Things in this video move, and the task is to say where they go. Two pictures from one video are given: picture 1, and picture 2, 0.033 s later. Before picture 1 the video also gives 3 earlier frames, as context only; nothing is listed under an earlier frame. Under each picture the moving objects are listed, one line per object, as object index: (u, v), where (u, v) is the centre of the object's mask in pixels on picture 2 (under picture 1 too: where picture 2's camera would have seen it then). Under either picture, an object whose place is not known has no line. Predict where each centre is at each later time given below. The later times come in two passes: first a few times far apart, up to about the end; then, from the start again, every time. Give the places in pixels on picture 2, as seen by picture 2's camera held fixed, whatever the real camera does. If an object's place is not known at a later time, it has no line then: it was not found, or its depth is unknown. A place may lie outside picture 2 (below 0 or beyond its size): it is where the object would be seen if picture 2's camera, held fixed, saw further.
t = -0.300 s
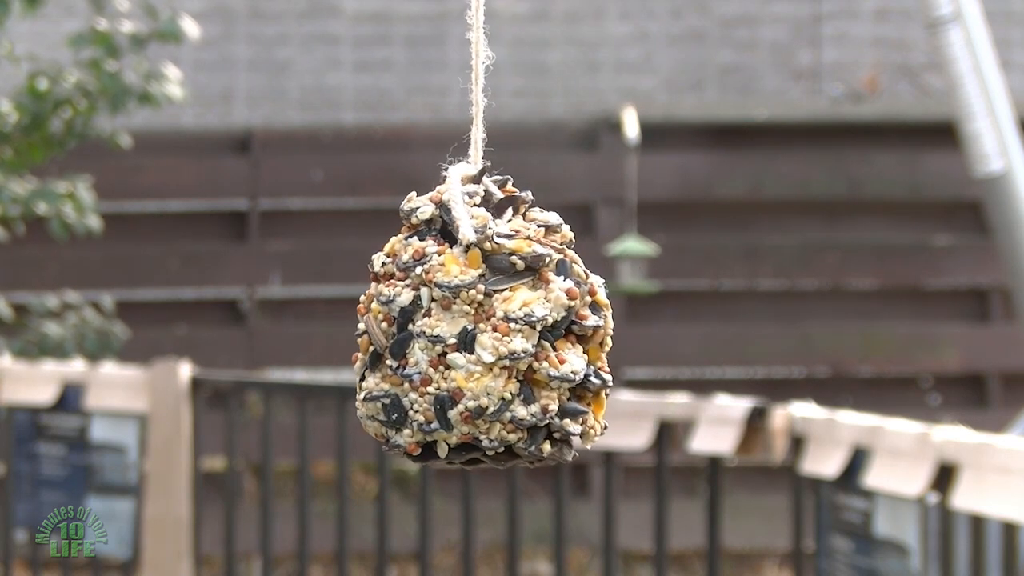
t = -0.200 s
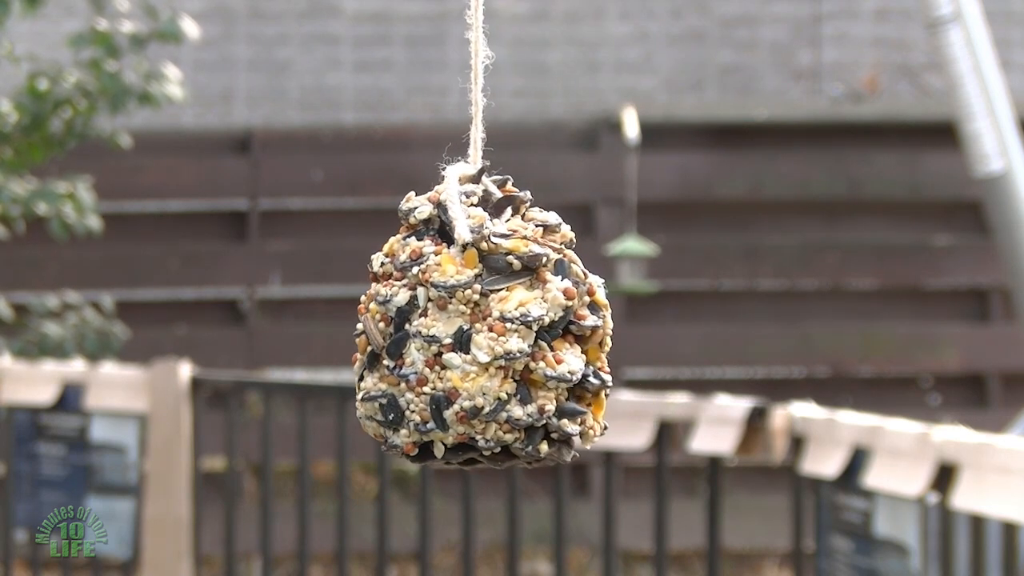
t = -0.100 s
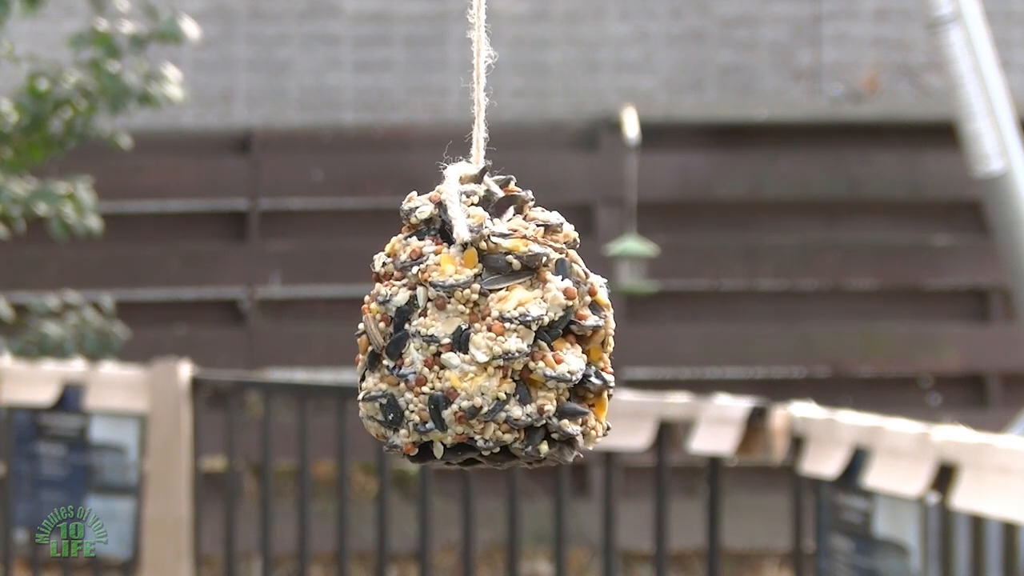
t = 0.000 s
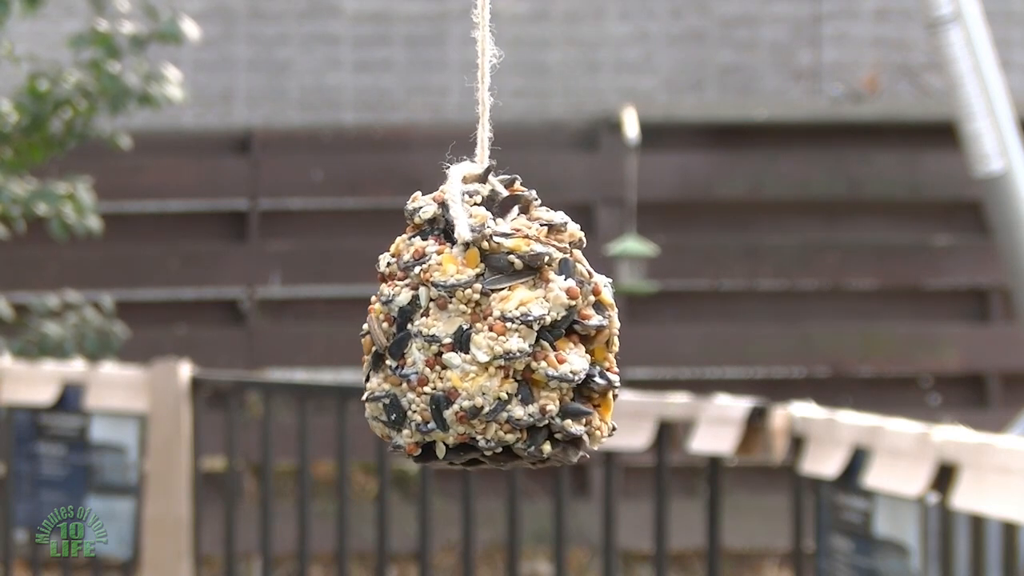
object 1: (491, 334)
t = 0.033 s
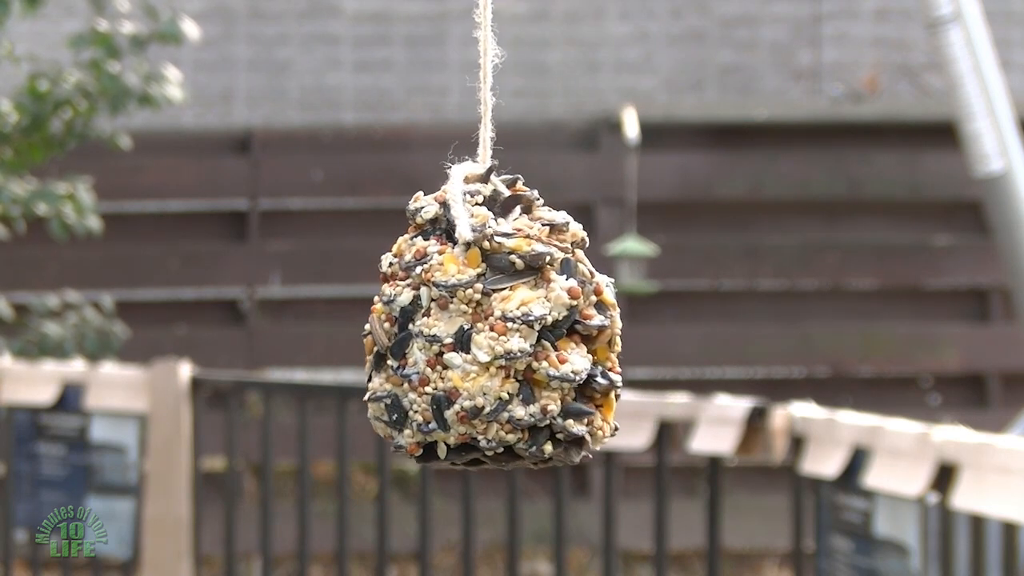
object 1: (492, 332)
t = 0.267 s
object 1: (513, 333)
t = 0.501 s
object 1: (529, 330)
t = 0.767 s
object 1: (531, 330)
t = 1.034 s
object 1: (515, 331)
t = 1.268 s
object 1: (493, 333)
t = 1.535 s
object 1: (479, 336)
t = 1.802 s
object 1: (486, 336)
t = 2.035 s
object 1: (505, 335)
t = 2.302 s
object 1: (526, 335)
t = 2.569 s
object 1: (530, 334)
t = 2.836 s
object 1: (513, 334)
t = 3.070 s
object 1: (491, 333)
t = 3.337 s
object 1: (474, 329)
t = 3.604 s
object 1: (482, 331)
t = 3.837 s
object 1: (500, 332)
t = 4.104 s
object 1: (519, 333)
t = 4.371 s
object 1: (520, 333)
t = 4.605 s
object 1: (502, 333)
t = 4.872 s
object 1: (477, 332)
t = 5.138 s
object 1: (464, 331)
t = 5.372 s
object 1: (470, 330)
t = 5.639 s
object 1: (494, 330)
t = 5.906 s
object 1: (517, 330)
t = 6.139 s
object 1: (519, 329)
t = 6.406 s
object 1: (503, 327)
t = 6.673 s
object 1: (480, 326)
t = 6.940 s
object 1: (469, 327)
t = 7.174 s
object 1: (473, 327)
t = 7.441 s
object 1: (496, 328)
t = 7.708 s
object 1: (516, 328)
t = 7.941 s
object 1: (524, 330)
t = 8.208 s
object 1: (508, 331)
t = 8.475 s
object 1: (486, 332)
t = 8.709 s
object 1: (474, 332)
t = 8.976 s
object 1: (481, 332)
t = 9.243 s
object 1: (506, 333)
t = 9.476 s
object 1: (525, 332)
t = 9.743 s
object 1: (532, 332)
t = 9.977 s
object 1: (520, 332)
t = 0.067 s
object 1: (496, 333)
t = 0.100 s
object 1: (497, 331)
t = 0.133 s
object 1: (501, 333)
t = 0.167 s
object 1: (504, 333)
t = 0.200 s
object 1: (506, 331)
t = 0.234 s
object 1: (509, 331)
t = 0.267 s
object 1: (513, 333)
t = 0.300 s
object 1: (515, 331)
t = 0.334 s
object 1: (519, 333)
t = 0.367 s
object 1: (520, 331)
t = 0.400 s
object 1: (524, 333)
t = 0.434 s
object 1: (525, 331)
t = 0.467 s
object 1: (528, 332)
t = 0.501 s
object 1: (529, 330)
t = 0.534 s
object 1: (532, 332)
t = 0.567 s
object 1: (532, 330)
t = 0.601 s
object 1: (533, 332)
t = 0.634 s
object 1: (533, 330)
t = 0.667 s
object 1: (534, 332)
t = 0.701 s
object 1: (533, 331)
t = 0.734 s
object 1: (533, 332)
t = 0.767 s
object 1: (531, 330)
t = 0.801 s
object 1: (531, 331)
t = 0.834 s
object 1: (528, 329)
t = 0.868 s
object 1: (526, 329)
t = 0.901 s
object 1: (525, 331)
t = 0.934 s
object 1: (522, 329)
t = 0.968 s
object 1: (520, 331)
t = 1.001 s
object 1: (516, 329)
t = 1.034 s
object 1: (515, 331)
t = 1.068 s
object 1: (510, 329)
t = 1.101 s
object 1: (508, 331)
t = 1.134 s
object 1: (505, 333)
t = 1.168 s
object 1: (502, 333)
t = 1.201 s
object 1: (500, 335)
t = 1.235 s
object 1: (496, 333)
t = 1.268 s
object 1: (493, 333)
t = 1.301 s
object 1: (490, 334)
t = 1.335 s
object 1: (489, 335)
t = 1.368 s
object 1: (486, 335)
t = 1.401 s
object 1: (483, 333)
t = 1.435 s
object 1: (481, 334)
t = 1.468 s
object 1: (480, 335)
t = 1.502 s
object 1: (480, 336)
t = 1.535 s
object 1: (479, 336)
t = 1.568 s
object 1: (479, 336)
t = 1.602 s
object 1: (478, 334)
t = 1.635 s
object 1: (479, 335)
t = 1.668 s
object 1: (480, 336)
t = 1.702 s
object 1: (479, 334)
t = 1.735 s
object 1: (482, 336)
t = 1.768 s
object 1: (483, 335)
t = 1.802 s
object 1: (486, 336)
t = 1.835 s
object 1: (488, 336)
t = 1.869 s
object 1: (489, 334)
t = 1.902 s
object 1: (492, 335)
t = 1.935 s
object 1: (496, 336)
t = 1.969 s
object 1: (499, 335)
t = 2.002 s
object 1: (501, 334)
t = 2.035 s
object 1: (505, 335)
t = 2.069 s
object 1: (507, 334)
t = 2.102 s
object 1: (510, 333)
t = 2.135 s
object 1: (514, 335)
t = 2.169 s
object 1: (517, 335)
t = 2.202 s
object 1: (518, 333)
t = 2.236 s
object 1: (522, 335)
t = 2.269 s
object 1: (523, 333)
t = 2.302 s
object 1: (526, 335)
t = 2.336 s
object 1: (528, 334)
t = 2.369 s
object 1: (528, 332)
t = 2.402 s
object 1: (530, 334)
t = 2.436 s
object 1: (531, 334)
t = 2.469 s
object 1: (531, 334)
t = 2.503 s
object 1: (530, 334)
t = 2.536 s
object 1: (531, 334)
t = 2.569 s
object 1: (530, 334)
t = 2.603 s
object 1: (528, 333)
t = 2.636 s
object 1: (527, 334)
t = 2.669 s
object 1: (526, 334)
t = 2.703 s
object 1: (524, 335)
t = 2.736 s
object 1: (522, 333)
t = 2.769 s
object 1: (518, 334)
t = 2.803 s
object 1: (516, 335)
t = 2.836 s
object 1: (513, 334)
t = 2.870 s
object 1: (511, 335)
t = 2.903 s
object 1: (508, 334)
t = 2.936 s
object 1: (503, 334)
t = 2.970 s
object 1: (502, 334)
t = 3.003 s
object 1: (499, 334)
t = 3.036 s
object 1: (496, 334)
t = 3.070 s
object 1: (491, 333)
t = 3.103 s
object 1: (486, 329)
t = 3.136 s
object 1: (486, 330)
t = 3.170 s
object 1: (482, 329)
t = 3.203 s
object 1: (481, 330)
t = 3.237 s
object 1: (480, 330)
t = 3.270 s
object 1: (478, 330)
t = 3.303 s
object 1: (475, 329)
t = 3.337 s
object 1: (474, 329)
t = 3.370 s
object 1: (476, 330)
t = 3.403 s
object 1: (475, 330)
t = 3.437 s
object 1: (476, 330)
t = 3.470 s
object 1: (475, 330)
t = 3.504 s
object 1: (477, 331)
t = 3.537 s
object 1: (477, 330)
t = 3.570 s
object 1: (480, 331)
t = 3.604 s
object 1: (482, 331)
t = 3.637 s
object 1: (484, 331)
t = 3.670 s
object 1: (487, 331)
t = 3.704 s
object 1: (487, 330)
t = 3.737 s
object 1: (492, 331)
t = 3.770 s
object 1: (494, 332)
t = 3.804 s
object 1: (498, 332)
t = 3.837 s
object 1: (500, 332)
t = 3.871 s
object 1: (501, 331)
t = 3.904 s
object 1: (504, 331)
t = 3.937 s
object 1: (508, 332)
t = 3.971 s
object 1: (509, 332)
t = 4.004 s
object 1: (511, 332)
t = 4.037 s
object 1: (515, 333)
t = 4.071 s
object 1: (515, 332)
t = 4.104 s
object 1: (519, 333)
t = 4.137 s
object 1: (518, 332)
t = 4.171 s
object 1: (521, 333)
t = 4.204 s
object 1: (522, 333)
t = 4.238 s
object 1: (520, 332)
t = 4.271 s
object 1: (522, 333)
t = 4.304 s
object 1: (520, 332)
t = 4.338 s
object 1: (521, 333)
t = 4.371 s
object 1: (520, 333)
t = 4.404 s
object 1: (517, 333)
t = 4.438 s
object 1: (517, 333)
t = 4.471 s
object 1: (514, 334)
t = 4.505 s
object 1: (510, 333)
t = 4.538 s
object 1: (510, 334)
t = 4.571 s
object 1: (505, 332)
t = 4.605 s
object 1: (502, 333)
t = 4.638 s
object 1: (501, 334)
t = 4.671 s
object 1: (496, 333)
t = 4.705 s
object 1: (492, 332)
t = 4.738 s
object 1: (491, 333)
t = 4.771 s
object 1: (486, 332)
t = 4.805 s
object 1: (485, 333)
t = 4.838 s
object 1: (480, 332)
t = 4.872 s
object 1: (477, 332)
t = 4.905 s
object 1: (474, 332)
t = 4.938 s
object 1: (474, 332)
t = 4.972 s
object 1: (470, 332)
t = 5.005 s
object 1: (470, 332)
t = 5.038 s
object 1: (466, 331)
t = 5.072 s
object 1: (467, 332)
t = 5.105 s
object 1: (464, 331)
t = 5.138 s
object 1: (464, 331)
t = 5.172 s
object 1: (466, 331)
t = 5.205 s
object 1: (464, 330)
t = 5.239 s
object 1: (465, 330)
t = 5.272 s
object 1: (468, 331)
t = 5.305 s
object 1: (467, 330)
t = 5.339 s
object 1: (470, 331)
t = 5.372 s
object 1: (470, 330)
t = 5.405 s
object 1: (473, 330)
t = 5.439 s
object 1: (475, 330)
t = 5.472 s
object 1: (478, 330)
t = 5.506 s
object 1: (481, 330)
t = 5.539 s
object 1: (484, 330)
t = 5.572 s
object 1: (489, 331)
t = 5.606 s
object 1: (490, 330)
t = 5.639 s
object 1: (494, 330)
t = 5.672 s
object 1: (498, 331)
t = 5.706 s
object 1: (500, 330)
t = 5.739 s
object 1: (503, 330)
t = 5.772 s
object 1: (506, 330)
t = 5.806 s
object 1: (508, 330)
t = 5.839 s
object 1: (511, 330)
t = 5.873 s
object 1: (515, 330)
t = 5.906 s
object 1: (517, 330)
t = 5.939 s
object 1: (518, 330)
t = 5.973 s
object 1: (518, 329)
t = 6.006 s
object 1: (519, 329)
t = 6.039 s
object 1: (519, 329)
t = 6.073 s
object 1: (521, 330)
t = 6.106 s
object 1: (519, 328)
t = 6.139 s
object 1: (519, 329)
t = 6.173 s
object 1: (520, 329)
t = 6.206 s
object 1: (517, 328)
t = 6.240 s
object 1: (515, 328)
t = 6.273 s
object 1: (513, 328)
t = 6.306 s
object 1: (511, 327)
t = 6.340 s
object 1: (511, 328)
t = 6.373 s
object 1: (506, 327)
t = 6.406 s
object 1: (503, 327)
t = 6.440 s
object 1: (503, 328)
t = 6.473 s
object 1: (498, 326)
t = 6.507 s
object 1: (496, 328)
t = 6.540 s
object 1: (492, 326)
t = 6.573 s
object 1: (491, 327)
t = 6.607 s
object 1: (488, 327)
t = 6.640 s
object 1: (483, 326)
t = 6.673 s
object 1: (480, 326)
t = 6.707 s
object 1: (478, 327)
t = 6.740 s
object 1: (477, 327)
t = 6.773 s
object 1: (475, 327)
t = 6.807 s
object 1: (471, 327)
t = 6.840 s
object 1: (472, 327)
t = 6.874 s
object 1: (470, 327)
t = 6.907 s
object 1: (469, 327)
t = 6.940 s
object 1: (469, 327)
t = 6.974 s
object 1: (467, 326)
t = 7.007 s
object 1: (469, 328)
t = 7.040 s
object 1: (469, 328)
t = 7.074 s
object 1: (470, 328)
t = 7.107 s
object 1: (471, 328)
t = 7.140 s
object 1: (472, 328)
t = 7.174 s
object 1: (473, 327)
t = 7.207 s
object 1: (475, 327)
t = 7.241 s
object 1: (479, 328)
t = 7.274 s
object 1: (481, 328)
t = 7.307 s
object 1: (484, 328)
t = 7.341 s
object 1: (485, 327)
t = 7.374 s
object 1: (490, 328)
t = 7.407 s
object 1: (493, 328)
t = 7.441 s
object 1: (496, 328)
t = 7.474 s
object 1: (497, 328)
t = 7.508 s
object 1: (500, 328)
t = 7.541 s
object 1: (503, 328)
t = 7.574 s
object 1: (508, 329)
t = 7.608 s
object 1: (511, 329)
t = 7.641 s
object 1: (514, 329)
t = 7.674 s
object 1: (514, 329)
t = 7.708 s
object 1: (516, 328)
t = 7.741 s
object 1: (520, 329)
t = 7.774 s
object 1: (521, 330)
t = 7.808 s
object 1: (520, 328)
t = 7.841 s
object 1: (521, 329)
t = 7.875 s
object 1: (522, 329)
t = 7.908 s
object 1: (523, 330)
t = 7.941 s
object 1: (524, 330)
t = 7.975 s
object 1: (520, 330)
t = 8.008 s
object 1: (520, 331)
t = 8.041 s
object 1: (519, 331)
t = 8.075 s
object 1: (518, 331)
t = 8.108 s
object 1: (516, 331)
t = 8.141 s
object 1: (512, 329)
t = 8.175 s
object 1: (510, 330)
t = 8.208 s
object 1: (508, 331)
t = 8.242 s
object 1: (504, 330)
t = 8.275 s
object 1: (502, 330)
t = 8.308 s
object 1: (499, 330)
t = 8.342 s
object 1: (496, 330)
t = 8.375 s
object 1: (494, 330)
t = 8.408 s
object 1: (492, 331)
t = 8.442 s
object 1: (488, 331)
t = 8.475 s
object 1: (486, 332)
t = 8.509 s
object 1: (483, 331)
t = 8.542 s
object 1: (481, 331)
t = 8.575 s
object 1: (480, 333)
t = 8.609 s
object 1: (478, 332)
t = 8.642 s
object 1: (477, 332)
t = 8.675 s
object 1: (476, 331)
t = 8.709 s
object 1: (474, 332)
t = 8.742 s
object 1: (474, 332)
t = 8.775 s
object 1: (475, 332)
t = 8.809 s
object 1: (475, 333)
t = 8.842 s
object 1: (476, 333)
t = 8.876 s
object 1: (476, 332)
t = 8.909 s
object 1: (477, 332)
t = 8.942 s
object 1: (478, 332)
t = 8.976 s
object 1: (481, 332)
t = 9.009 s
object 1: (484, 333)
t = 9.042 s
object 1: (487, 333)
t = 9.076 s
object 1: (489, 333)
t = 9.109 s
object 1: (492, 333)
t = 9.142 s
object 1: (495, 333)
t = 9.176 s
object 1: (499, 332)
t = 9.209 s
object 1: (502, 332)
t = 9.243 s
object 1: (506, 333)
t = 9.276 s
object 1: (508, 333)
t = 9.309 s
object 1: (512, 332)
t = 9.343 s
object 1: (515, 333)
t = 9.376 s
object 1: (519, 332)
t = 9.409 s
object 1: (522, 332)
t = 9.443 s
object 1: (523, 333)
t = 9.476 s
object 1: (525, 332)
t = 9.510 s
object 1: (527, 332)
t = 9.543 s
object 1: (530, 332)
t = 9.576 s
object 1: (531, 333)
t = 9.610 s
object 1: (531, 332)
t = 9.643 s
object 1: (532, 332)
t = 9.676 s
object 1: (534, 333)
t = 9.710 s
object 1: (533, 333)
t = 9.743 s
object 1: (532, 332)
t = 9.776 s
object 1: (531, 333)
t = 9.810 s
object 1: (531, 333)
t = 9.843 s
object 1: (529, 332)
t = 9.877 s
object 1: (526, 332)
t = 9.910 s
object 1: (524, 331)
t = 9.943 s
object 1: (522, 331)
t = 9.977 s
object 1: (520, 332)
